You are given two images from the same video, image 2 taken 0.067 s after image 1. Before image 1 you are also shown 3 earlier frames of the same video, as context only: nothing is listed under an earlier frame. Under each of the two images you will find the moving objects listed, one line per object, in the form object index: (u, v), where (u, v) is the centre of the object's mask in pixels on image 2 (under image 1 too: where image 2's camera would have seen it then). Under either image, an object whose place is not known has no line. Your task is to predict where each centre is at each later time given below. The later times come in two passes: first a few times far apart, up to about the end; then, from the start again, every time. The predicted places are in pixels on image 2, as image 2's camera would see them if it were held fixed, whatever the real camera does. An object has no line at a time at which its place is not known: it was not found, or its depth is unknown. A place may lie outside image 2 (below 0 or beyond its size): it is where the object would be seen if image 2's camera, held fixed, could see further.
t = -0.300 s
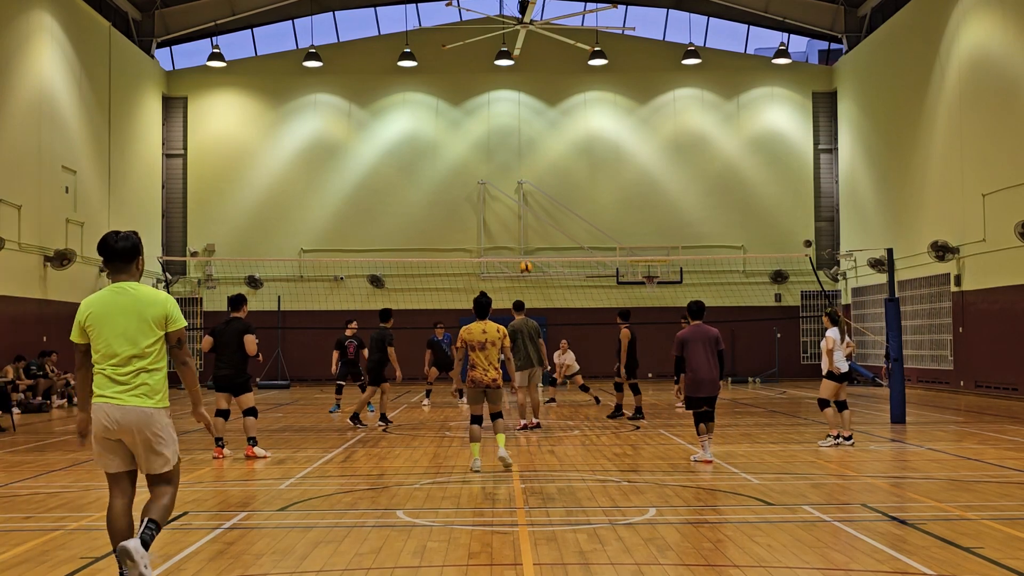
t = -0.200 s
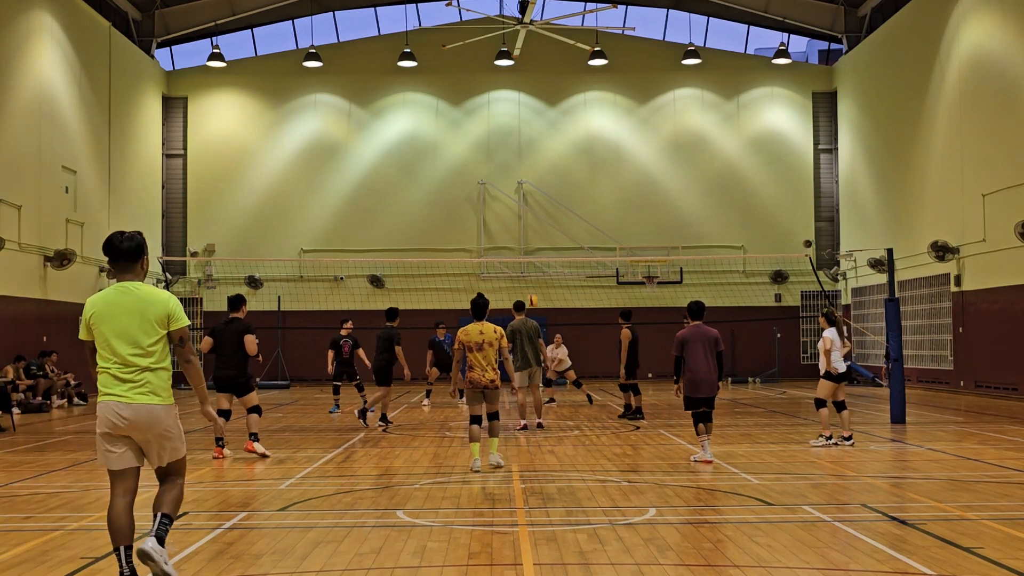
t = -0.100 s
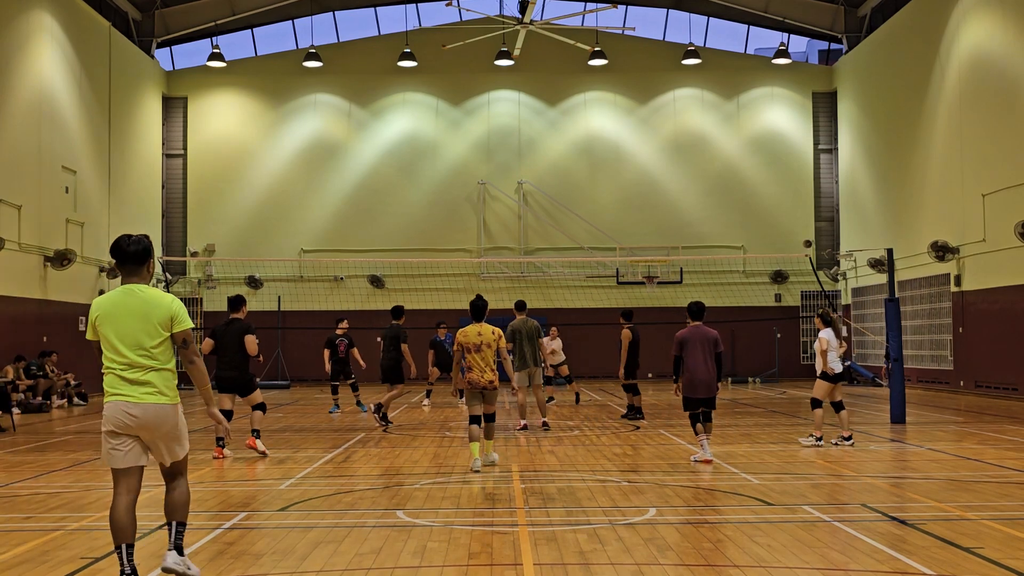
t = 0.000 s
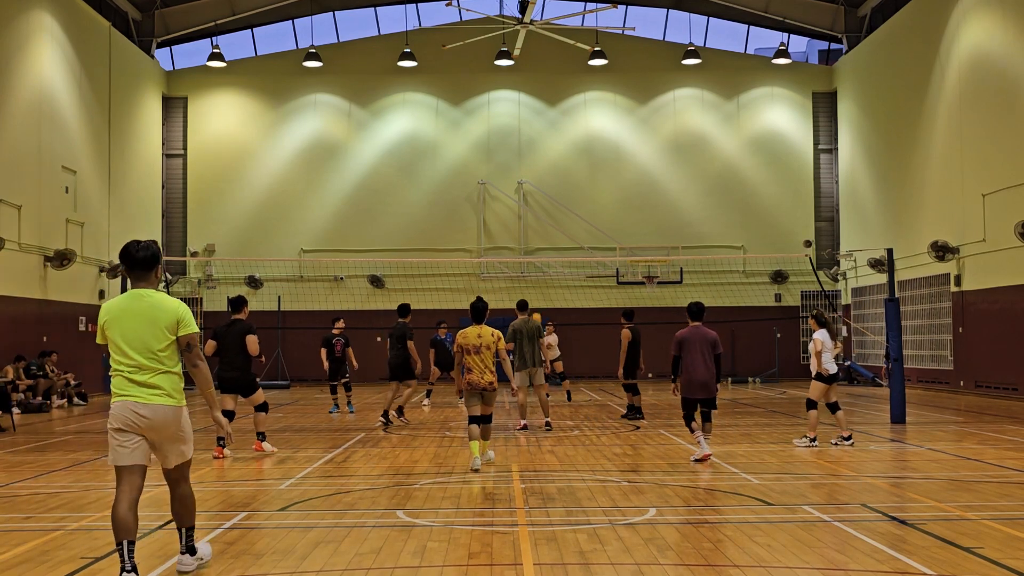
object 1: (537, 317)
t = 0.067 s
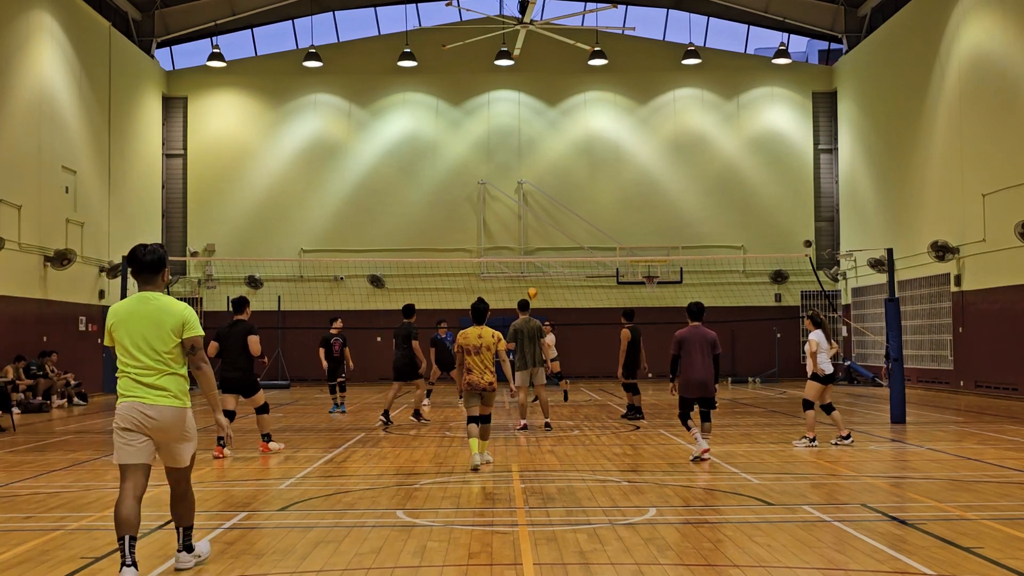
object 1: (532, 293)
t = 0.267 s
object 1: (522, 230)
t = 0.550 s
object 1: (508, 172)
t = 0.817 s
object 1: (495, 155)
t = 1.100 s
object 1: (480, 180)
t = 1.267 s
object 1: (471, 217)
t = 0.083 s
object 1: (531, 288)
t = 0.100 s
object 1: (531, 282)
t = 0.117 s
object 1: (530, 276)
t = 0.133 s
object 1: (529, 271)
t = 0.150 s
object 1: (528, 265)
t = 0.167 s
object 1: (527, 260)
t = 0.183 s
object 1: (526, 253)
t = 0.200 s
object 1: (526, 250)
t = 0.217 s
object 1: (525, 245)
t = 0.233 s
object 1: (524, 240)
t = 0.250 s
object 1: (523, 234)
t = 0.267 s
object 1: (522, 230)
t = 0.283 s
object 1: (521, 226)
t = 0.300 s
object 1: (520, 221)
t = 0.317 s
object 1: (520, 218)
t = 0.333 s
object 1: (519, 213)
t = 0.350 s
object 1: (517, 209)
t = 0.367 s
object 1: (517, 206)
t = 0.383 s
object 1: (517, 202)
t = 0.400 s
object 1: (516, 198)
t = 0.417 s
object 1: (515, 195)
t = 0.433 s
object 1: (514, 191)
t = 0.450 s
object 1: (513, 188)
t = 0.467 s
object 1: (512, 186)
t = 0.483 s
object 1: (512, 183)
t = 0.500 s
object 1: (511, 180)
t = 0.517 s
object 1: (510, 177)
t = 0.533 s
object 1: (509, 175)
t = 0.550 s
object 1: (508, 172)
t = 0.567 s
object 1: (507, 170)
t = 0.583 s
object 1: (507, 168)
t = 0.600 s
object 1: (506, 167)
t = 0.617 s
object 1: (505, 165)
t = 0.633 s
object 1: (504, 163)
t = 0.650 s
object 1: (503, 161)
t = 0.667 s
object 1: (502, 160)
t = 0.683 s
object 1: (502, 159)
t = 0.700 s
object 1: (501, 158)
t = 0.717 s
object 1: (500, 157)
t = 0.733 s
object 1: (499, 157)
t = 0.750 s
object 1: (498, 156)
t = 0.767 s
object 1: (497, 156)
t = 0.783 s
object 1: (497, 155)
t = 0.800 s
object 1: (496, 155)
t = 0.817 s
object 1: (495, 155)
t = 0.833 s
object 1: (494, 155)
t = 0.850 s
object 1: (493, 156)
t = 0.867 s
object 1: (492, 156)
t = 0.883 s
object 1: (491, 157)
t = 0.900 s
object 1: (490, 158)
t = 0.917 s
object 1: (490, 158)
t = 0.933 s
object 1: (489, 159)
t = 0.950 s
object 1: (488, 161)
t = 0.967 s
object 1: (487, 162)
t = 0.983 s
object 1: (486, 164)
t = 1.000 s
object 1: (485, 166)
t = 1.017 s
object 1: (484, 168)
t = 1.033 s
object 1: (484, 170)
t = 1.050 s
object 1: (483, 172)
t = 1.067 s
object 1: (482, 174)
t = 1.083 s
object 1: (481, 177)
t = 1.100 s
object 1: (480, 180)
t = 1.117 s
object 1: (479, 182)
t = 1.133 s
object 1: (478, 185)
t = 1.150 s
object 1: (477, 189)
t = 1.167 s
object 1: (477, 192)
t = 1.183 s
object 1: (476, 196)
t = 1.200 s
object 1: (474, 200)
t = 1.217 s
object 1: (474, 203)
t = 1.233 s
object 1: (473, 208)
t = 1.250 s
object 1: (472, 212)
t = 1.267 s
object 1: (471, 217)
